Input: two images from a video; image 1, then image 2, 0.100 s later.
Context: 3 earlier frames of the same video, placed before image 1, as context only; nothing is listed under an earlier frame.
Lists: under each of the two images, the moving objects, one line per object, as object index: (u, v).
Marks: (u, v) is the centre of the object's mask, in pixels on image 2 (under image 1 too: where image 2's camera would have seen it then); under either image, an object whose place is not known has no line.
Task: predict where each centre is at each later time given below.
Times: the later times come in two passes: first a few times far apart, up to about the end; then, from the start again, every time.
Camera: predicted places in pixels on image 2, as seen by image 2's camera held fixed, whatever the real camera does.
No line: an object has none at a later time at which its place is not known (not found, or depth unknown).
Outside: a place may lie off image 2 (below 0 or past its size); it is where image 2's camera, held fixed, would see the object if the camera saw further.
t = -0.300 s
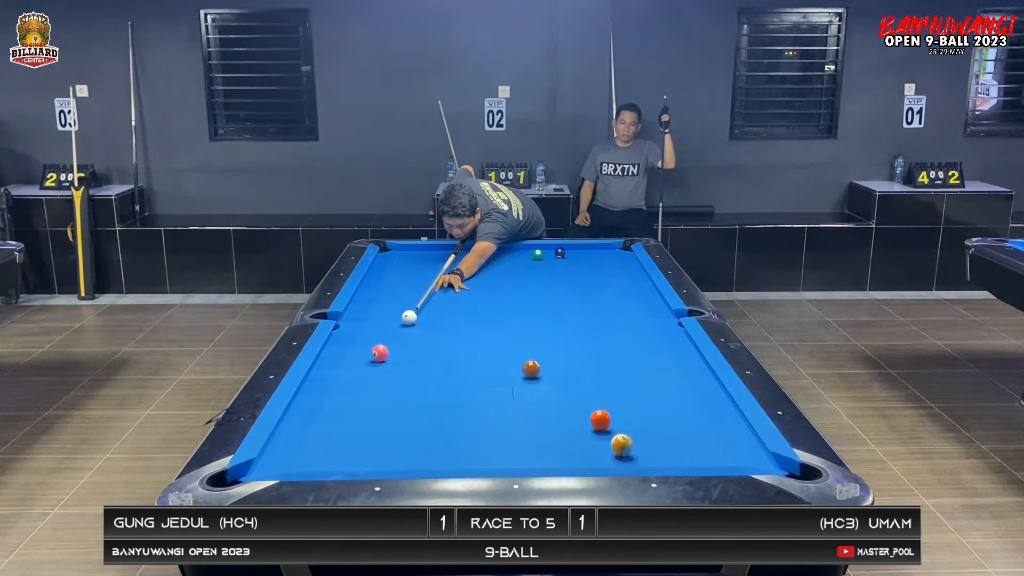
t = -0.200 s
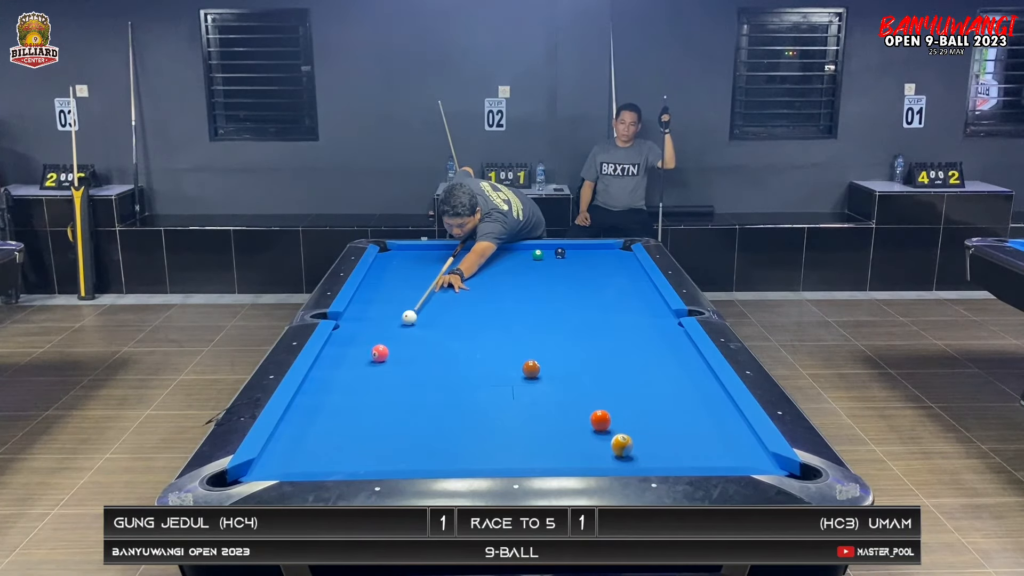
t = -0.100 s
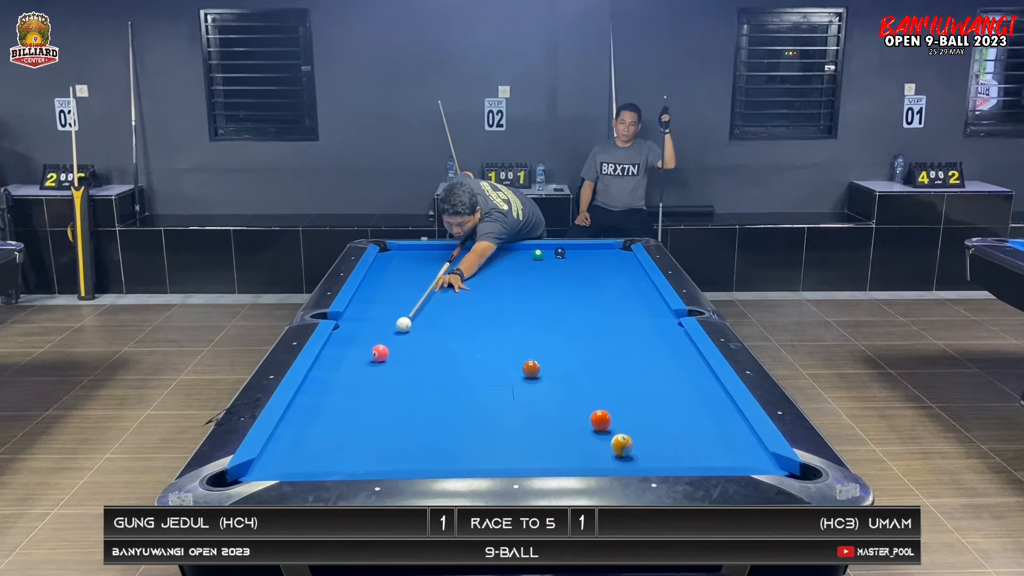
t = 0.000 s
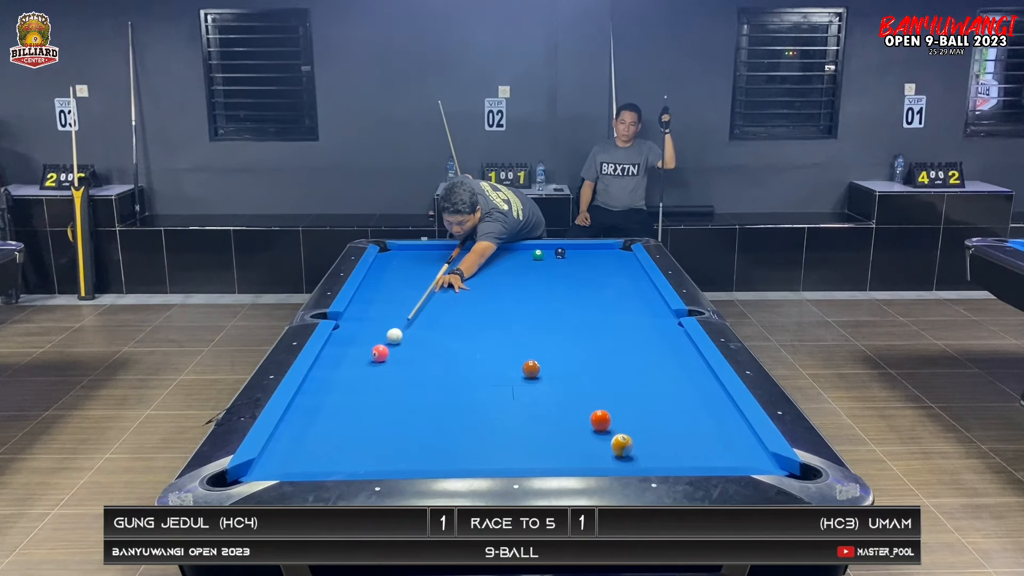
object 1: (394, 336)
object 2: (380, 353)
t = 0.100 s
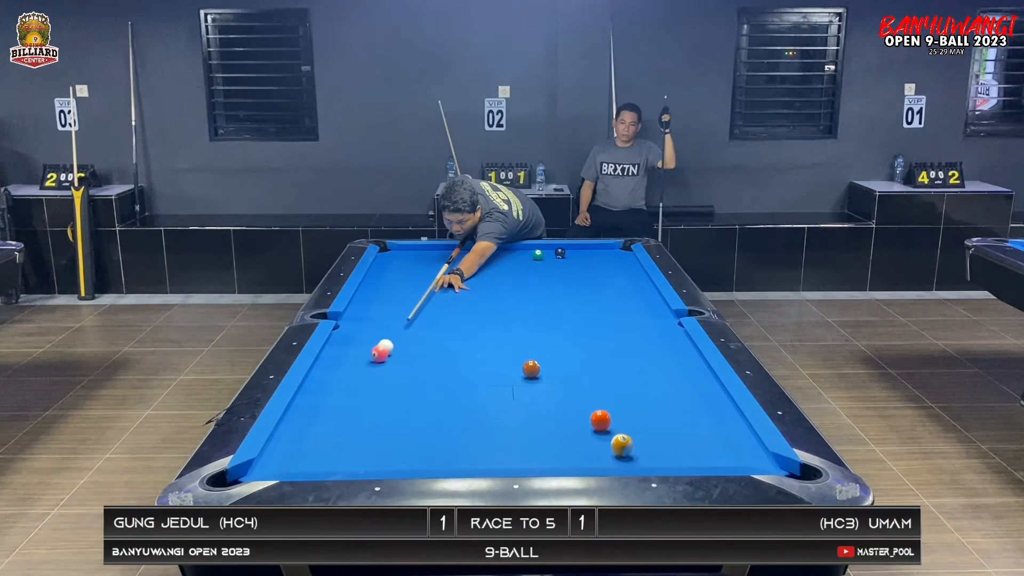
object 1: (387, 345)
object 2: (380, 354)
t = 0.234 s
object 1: (385, 350)
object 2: (366, 368)
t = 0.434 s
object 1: (382, 357)
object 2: (348, 387)
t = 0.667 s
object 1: (379, 364)
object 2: (324, 410)
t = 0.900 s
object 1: (375, 371)
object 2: (297, 438)
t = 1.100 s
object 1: (372, 376)
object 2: (271, 463)
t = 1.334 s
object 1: (368, 383)
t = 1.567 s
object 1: (365, 389)
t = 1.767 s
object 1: (363, 394)
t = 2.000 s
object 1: (360, 400)
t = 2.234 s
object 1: (358, 405)
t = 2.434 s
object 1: (357, 409)
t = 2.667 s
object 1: (356, 413)
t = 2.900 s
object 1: (355, 417)
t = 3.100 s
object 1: (354, 420)
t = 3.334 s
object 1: (353, 422)
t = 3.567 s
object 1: (352, 424)
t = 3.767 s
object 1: (352, 425)
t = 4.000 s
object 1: (351, 426)
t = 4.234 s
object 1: (351, 426)
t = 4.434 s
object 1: (351, 426)
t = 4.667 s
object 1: (351, 426)
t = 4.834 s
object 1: (351, 426)
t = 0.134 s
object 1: (386, 347)
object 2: (376, 357)
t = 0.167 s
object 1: (385, 348)
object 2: (372, 361)
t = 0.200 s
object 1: (385, 349)
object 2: (369, 365)
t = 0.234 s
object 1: (385, 350)
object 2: (366, 368)
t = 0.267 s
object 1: (384, 351)
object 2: (363, 371)
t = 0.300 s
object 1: (384, 352)
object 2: (360, 374)
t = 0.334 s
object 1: (383, 353)
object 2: (357, 377)
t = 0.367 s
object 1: (383, 354)
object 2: (354, 380)
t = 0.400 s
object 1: (382, 355)
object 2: (351, 384)
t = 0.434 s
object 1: (382, 357)
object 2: (348, 387)
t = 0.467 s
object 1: (382, 358)
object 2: (345, 390)
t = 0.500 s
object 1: (381, 358)
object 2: (342, 393)
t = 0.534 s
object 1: (381, 360)
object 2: (338, 397)
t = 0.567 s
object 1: (380, 361)
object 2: (335, 400)
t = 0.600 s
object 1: (380, 361)
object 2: (331, 404)
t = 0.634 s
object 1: (379, 363)
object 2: (328, 407)
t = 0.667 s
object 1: (379, 364)
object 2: (324, 410)
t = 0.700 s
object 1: (378, 365)
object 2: (320, 415)
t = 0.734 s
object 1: (378, 365)
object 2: (317, 418)
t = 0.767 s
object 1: (377, 366)
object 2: (313, 422)
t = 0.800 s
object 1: (377, 368)
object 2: (309, 426)
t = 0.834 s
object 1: (376, 369)
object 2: (305, 430)
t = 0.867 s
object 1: (375, 370)
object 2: (301, 434)
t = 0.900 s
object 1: (375, 371)
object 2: (297, 438)
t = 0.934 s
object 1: (374, 372)
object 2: (293, 442)
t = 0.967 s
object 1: (374, 373)
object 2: (289, 446)
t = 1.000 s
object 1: (373, 374)
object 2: (285, 451)
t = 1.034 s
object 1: (373, 375)
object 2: (280, 455)
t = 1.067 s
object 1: (372, 376)
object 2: (276, 459)
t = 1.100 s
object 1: (372, 376)
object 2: (271, 463)
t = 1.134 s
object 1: (372, 377)
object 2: (266, 466)
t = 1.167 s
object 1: (371, 378)
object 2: (261, 470)
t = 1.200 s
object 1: (370, 379)
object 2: (256, 473)
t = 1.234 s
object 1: (370, 380)
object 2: (249, 478)
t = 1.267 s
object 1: (370, 381)
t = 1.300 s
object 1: (369, 382)
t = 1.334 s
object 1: (368, 383)
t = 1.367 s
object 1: (368, 384)
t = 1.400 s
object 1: (368, 385)
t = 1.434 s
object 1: (367, 385)
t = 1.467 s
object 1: (367, 386)
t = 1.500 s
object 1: (366, 387)
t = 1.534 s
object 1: (366, 388)
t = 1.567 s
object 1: (365, 389)
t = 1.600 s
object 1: (365, 390)
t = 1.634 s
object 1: (364, 391)
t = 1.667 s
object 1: (363, 392)
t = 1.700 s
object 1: (363, 392)
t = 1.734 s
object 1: (363, 393)
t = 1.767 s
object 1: (363, 394)
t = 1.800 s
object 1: (362, 395)
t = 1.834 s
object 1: (362, 396)
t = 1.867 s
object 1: (362, 397)
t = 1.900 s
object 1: (361, 397)
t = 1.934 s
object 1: (361, 398)
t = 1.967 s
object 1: (361, 399)
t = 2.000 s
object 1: (360, 400)
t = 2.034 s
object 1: (360, 400)
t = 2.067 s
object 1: (360, 401)
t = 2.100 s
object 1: (359, 402)
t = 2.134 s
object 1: (359, 403)
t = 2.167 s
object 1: (359, 403)
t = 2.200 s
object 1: (358, 404)
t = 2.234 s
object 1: (358, 405)
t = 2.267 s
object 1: (358, 406)
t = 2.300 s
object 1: (358, 406)
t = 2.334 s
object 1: (357, 407)
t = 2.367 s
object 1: (357, 408)
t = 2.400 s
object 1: (357, 408)
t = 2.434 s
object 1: (357, 409)
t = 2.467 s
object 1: (357, 410)
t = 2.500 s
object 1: (356, 410)
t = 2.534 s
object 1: (356, 411)
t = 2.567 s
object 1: (356, 411)
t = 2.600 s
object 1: (356, 412)
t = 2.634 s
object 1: (356, 413)
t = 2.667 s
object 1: (356, 413)
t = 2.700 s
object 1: (355, 414)
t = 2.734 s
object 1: (355, 415)
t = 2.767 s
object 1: (355, 415)
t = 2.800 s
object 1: (355, 415)
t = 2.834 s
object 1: (355, 416)
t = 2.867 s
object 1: (355, 416)
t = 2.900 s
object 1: (355, 417)
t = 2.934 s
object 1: (355, 417)
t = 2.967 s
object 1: (355, 417)
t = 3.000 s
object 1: (355, 418)
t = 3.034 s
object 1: (354, 419)
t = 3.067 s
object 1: (354, 419)
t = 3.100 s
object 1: (354, 420)
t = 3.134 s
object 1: (354, 420)
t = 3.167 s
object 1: (354, 420)
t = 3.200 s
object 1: (353, 421)
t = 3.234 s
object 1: (353, 421)
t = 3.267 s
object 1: (353, 422)
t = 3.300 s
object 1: (353, 422)
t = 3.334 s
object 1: (353, 422)
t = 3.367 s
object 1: (352, 423)
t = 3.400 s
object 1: (352, 423)
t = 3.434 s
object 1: (352, 423)
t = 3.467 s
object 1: (352, 423)
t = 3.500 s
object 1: (352, 423)
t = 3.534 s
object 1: (352, 424)
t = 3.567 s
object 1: (352, 424)
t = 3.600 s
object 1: (352, 424)
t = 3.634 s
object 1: (352, 424)
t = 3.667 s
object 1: (352, 425)
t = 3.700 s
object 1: (352, 425)
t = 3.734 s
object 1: (352, 425)
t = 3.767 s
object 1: (352, 425)
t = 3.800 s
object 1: (352, 425)
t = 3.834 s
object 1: (352, 425)
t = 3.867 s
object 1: (352, 426)
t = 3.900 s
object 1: (352, 426)
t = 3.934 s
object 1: (352, 426)
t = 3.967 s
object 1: (351, 426)
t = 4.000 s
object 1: (351, 426)
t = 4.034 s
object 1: (351, 426)
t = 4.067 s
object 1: (351, 426)
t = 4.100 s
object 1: (351, 426)
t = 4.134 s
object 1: (351, 426)
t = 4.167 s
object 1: (351, 426)
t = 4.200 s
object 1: (351, 426)
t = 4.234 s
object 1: (351, 426)
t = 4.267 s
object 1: (351, 426)
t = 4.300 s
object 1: (351, 426)
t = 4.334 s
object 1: (351, 426)
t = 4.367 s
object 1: (351, 426)
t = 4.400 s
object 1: (351, 426)
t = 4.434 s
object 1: (351, 426)
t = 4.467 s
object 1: (351, 426)
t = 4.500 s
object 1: (351, 426)
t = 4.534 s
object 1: (351, 426)
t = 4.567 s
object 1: (351, 426)
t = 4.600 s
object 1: (351, 426)
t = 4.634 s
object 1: (351, 426)
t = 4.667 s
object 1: (351, 426)
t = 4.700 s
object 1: (351, 426)
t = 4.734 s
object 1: (351, 426)
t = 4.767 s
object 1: (351, 426)
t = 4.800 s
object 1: (351, 426)
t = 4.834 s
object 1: (351, 426)
